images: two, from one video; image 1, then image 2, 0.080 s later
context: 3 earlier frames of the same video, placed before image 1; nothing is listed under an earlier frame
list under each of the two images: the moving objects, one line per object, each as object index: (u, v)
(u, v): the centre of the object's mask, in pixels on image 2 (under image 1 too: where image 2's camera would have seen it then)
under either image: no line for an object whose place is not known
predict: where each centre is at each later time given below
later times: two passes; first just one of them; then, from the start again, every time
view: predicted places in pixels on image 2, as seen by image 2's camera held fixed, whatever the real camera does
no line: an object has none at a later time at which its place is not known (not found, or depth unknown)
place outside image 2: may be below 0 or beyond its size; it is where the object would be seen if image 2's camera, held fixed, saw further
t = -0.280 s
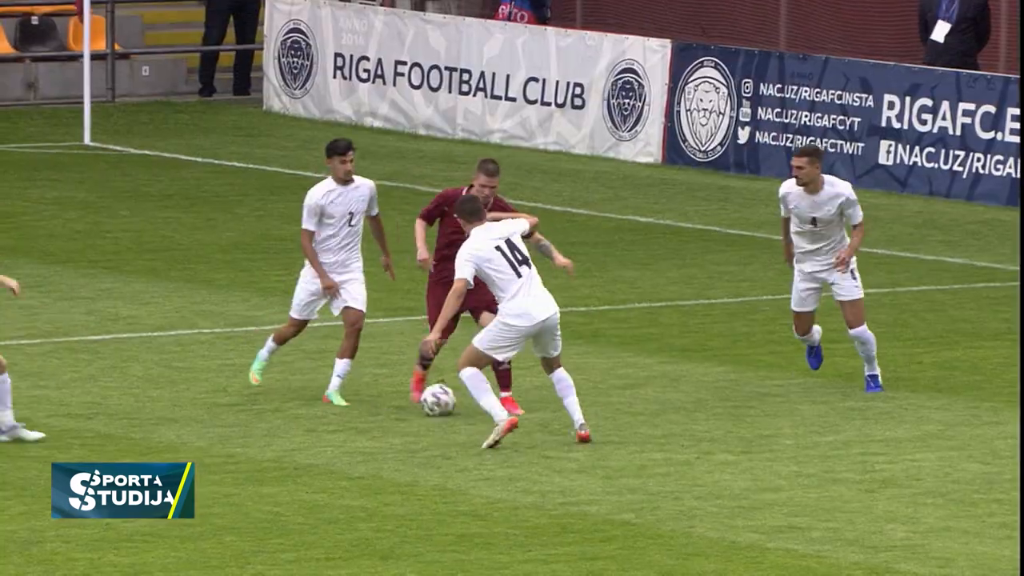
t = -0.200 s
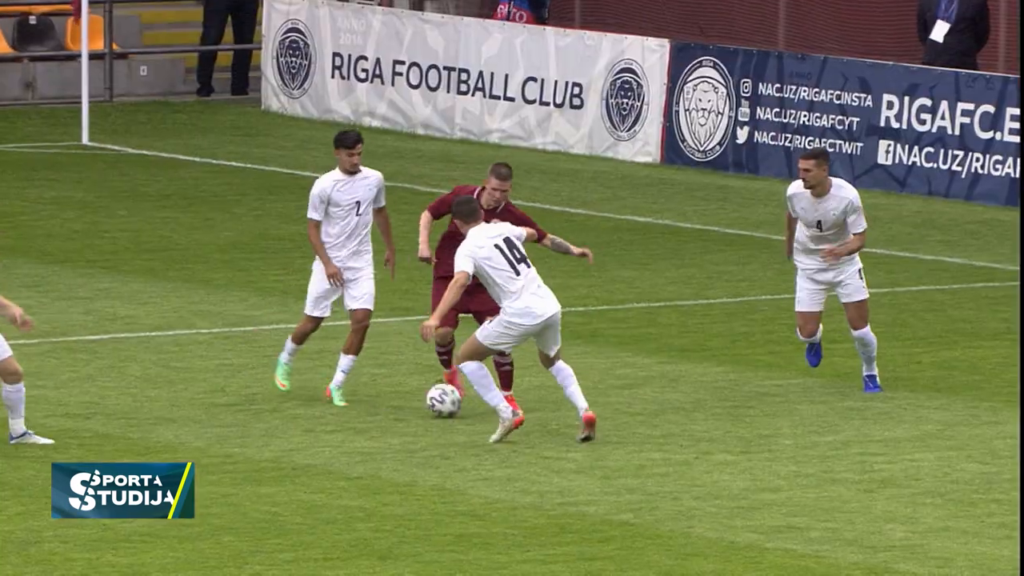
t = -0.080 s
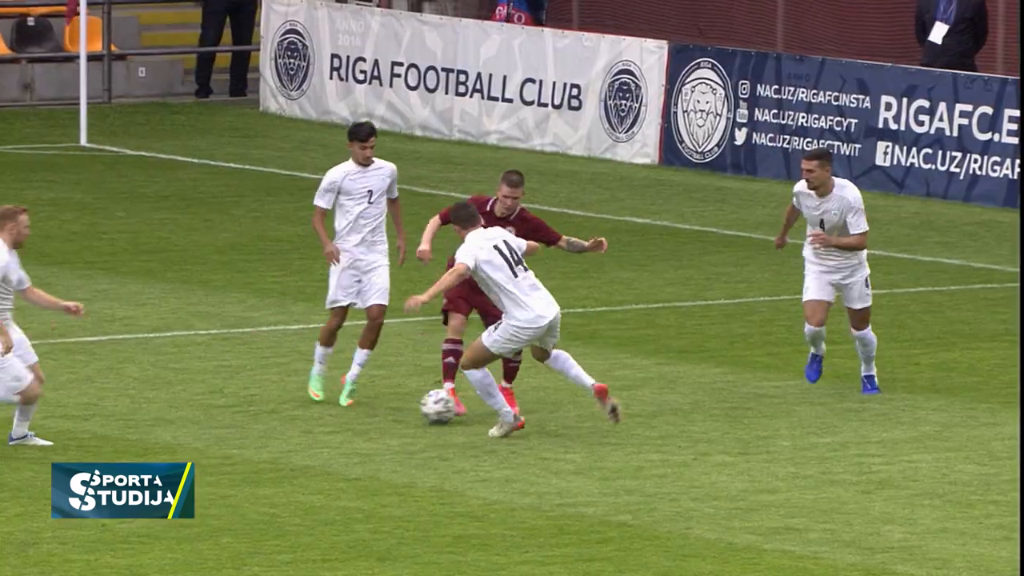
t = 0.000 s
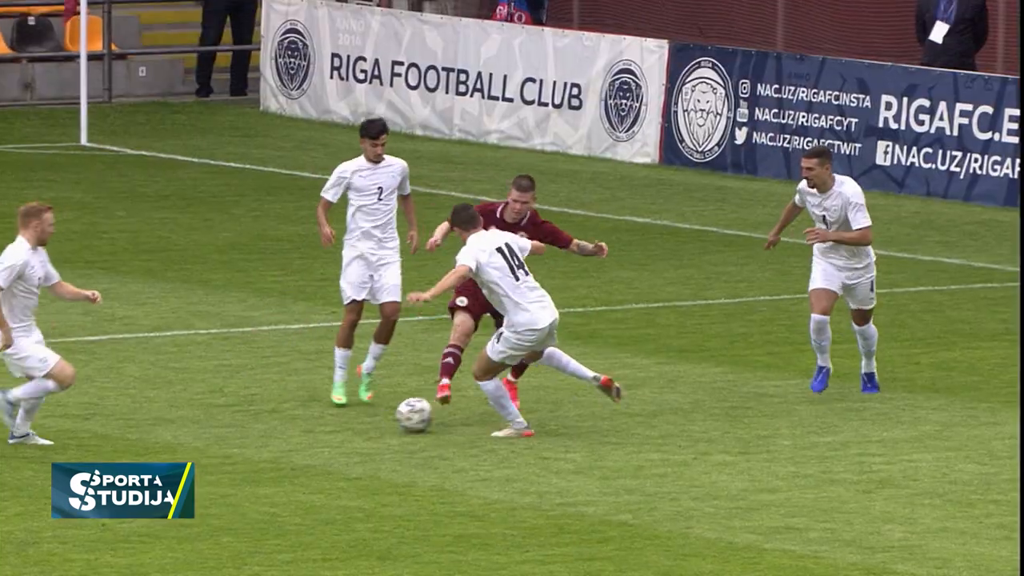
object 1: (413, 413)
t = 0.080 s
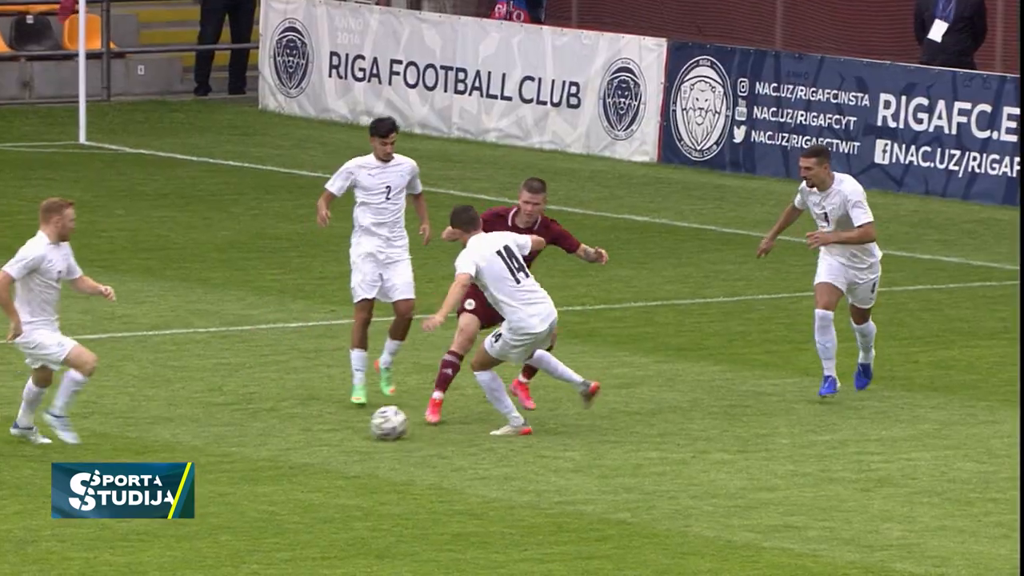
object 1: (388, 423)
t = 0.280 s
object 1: (333, 439)
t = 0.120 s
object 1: (376, 427)
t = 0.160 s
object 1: (366, 431)
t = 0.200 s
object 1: (355, 434)
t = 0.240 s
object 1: (345, 436)
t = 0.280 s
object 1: (333, 439)
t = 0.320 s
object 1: (322, 443)
